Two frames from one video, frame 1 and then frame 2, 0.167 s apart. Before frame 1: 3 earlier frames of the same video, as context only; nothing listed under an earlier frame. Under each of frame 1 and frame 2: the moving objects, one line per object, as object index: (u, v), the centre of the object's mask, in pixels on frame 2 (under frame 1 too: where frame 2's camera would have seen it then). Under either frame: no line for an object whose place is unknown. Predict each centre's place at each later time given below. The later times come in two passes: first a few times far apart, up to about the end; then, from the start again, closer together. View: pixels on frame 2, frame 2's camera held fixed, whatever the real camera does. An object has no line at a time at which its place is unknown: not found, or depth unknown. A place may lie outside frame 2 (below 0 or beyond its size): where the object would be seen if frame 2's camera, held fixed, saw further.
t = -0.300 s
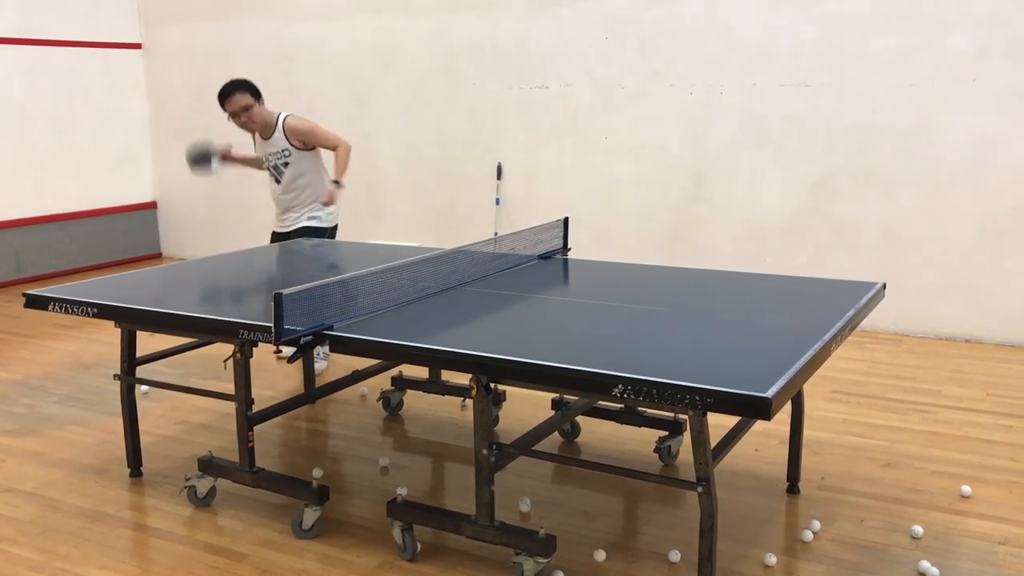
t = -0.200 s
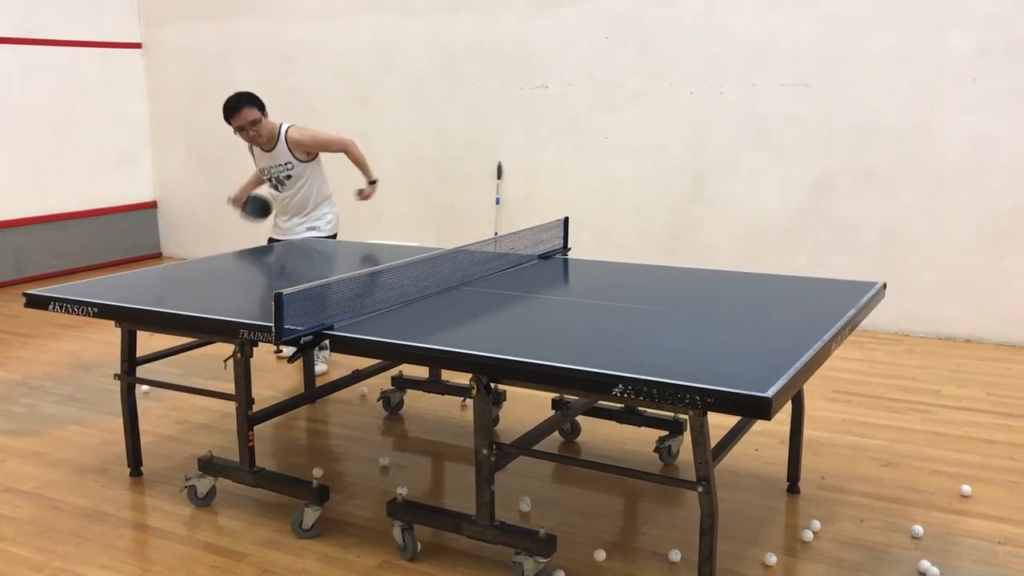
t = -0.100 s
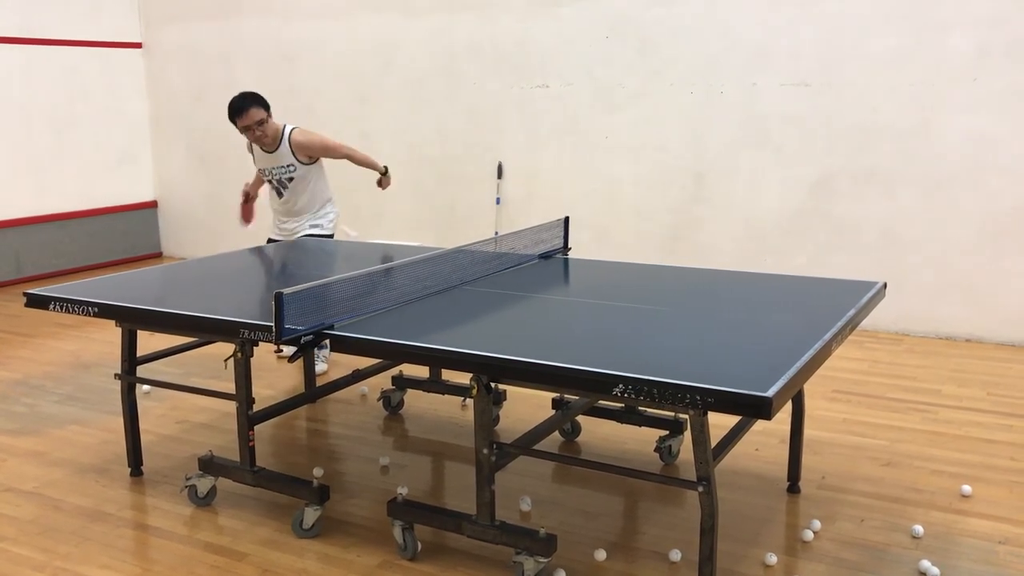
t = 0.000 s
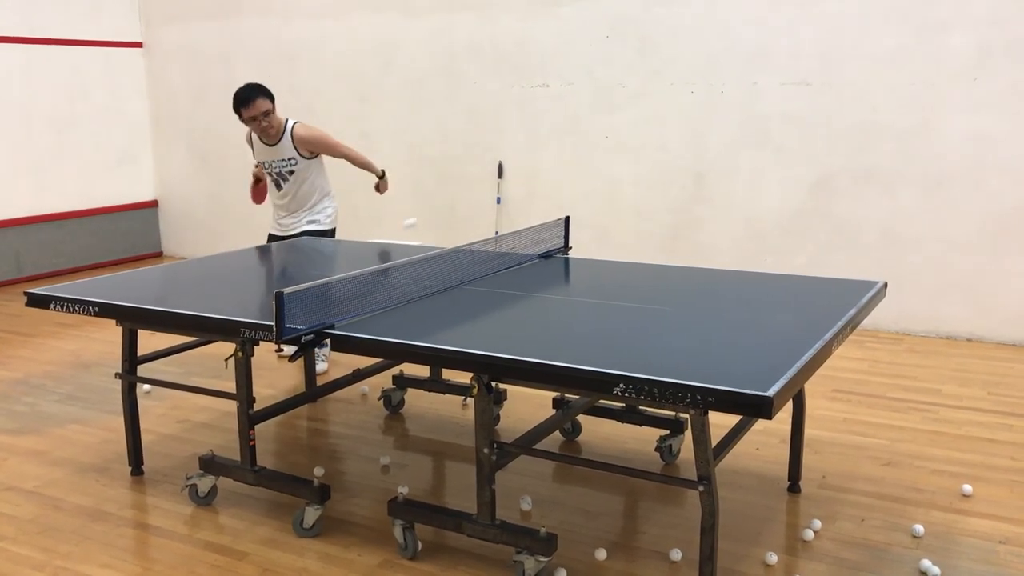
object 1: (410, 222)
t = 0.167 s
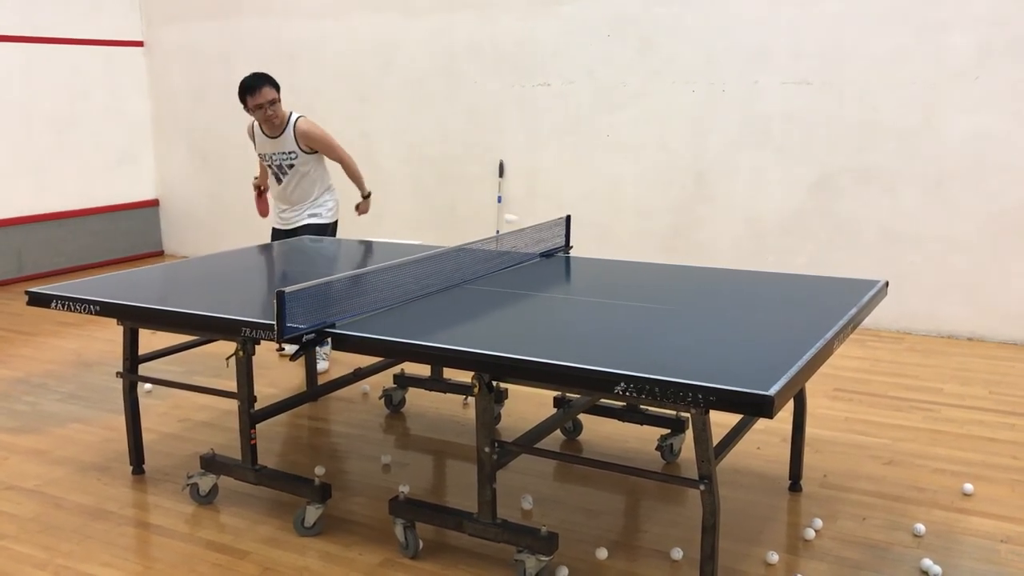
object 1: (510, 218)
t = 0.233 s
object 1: (552, 234)
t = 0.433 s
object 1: (661, 249)
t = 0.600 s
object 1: (742, 272)
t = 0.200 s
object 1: (531, 224)
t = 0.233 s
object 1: (552, 234)
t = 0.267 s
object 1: (575, 248)
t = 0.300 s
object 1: (595, 262)
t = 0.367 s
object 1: (630, 260)
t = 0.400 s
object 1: (645, 253)
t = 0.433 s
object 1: (661, 249)
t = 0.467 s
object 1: (677, 247)
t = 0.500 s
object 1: (692, 249)
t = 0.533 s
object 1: (709, 253)
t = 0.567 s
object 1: (726, 261)
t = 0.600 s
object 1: (742, 272)
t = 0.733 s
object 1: (793, 281)
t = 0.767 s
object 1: (803, 277)
